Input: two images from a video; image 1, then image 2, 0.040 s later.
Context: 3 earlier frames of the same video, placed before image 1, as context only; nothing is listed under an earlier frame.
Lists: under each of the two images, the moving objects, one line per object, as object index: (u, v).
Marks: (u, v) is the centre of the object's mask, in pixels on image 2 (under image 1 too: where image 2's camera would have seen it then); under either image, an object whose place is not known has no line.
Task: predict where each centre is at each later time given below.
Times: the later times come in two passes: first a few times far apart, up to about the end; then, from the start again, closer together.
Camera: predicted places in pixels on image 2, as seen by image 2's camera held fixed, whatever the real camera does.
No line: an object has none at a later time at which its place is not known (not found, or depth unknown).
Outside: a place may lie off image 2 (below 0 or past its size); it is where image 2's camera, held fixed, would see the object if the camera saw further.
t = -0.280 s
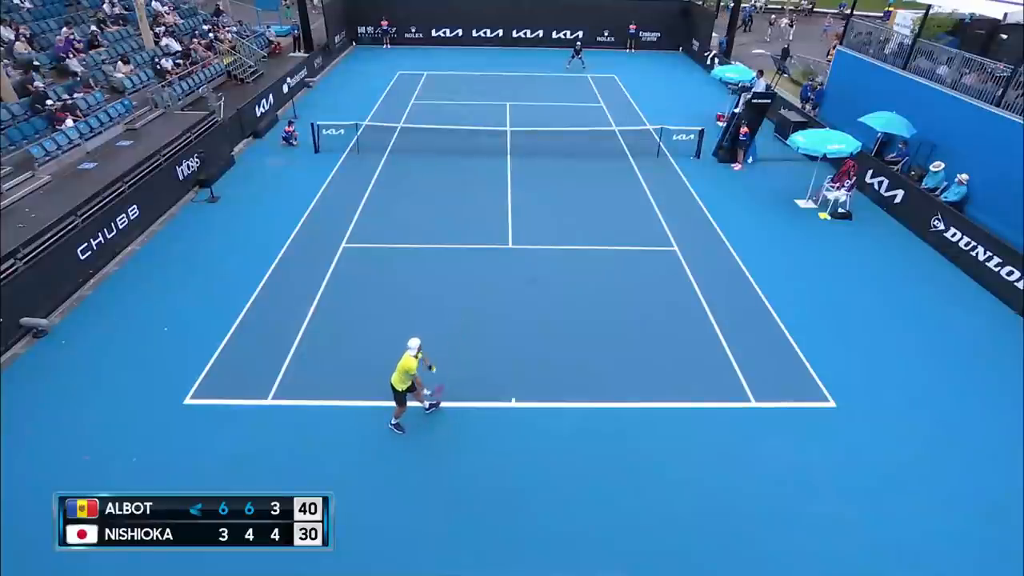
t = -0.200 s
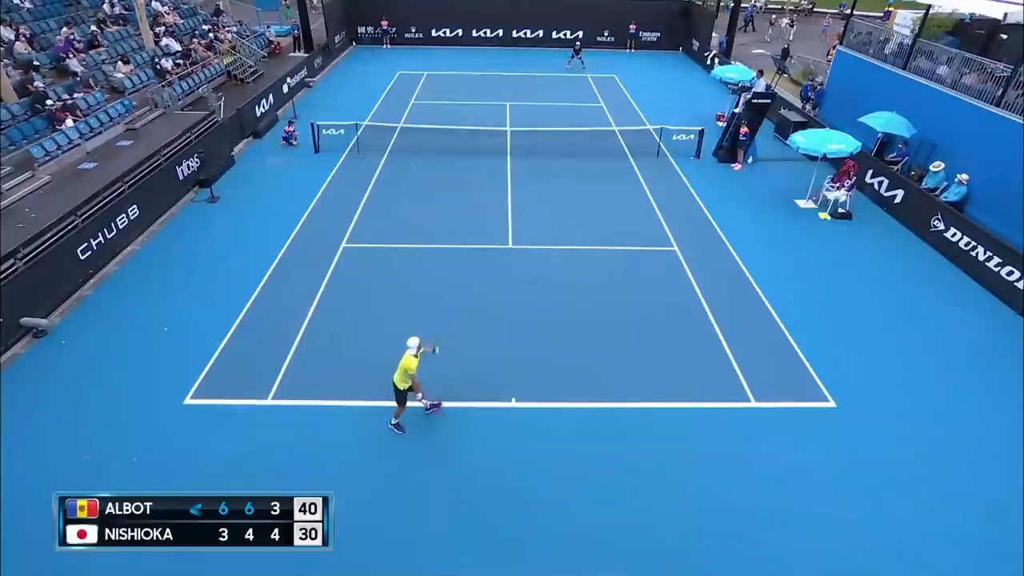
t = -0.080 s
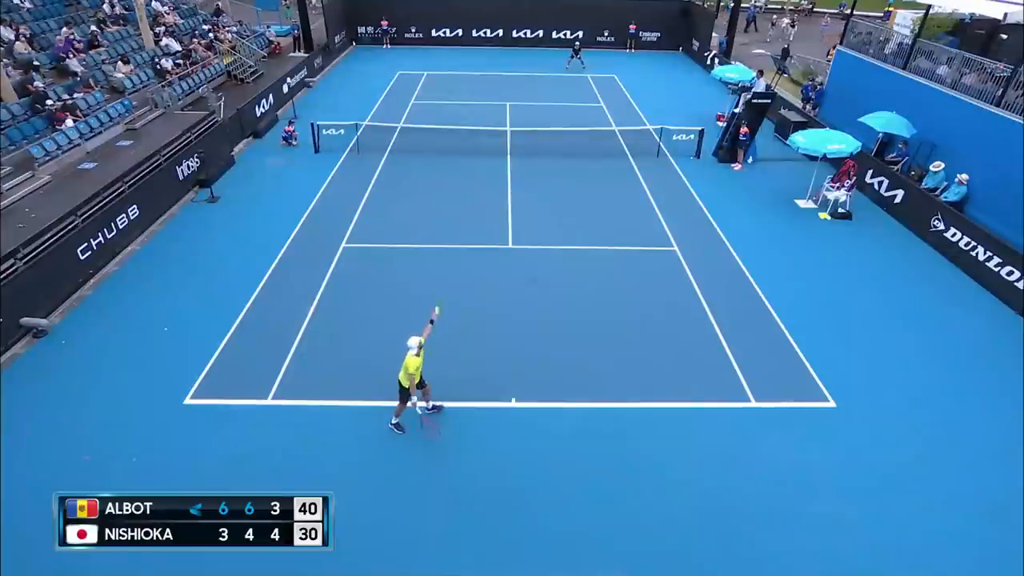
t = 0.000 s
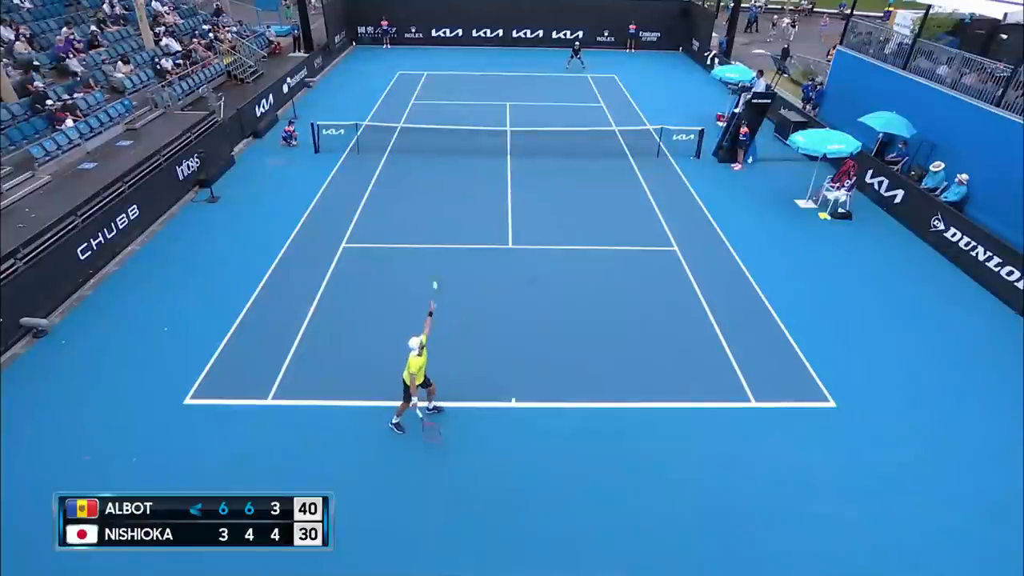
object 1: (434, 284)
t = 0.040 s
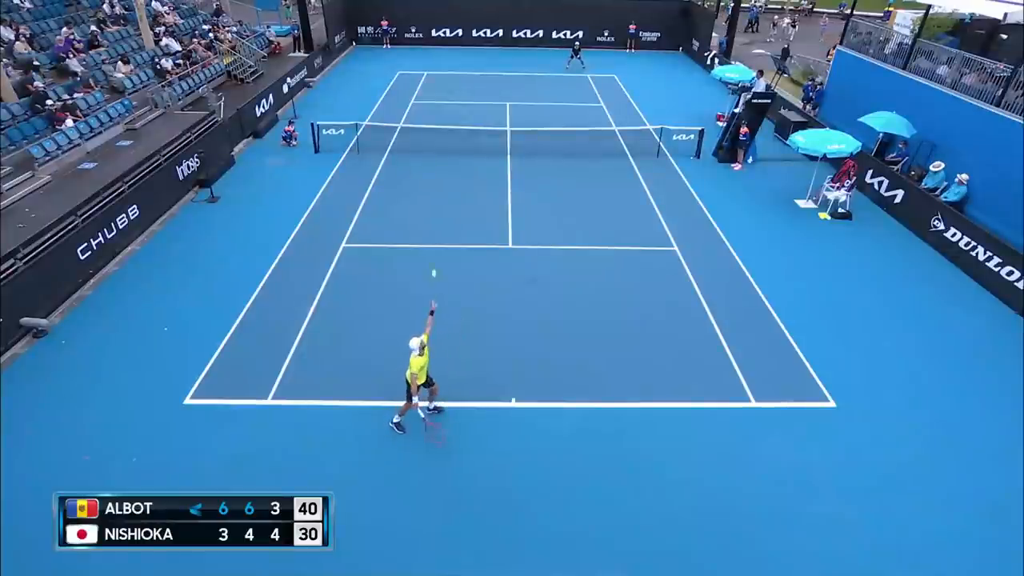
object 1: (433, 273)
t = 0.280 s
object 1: (429, 218)
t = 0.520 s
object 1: (426, 196)
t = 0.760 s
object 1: (426, 209)
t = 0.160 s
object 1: (431, 240)
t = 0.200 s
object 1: (430, 234)
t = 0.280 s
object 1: (429, 218)
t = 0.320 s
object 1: (428, 211)
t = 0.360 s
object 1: (428, 206)
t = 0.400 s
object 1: (427, 202)
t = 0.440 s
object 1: (427, 199)
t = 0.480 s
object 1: (426, 196)
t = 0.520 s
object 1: (426, 196)
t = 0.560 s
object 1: (426, 195)
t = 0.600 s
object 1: (426, 196)
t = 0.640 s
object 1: (426, 198)
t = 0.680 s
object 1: (426, 200)
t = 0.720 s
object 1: (426, 204)
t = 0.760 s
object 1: (426, 209)
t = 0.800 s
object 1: (427, 215)
